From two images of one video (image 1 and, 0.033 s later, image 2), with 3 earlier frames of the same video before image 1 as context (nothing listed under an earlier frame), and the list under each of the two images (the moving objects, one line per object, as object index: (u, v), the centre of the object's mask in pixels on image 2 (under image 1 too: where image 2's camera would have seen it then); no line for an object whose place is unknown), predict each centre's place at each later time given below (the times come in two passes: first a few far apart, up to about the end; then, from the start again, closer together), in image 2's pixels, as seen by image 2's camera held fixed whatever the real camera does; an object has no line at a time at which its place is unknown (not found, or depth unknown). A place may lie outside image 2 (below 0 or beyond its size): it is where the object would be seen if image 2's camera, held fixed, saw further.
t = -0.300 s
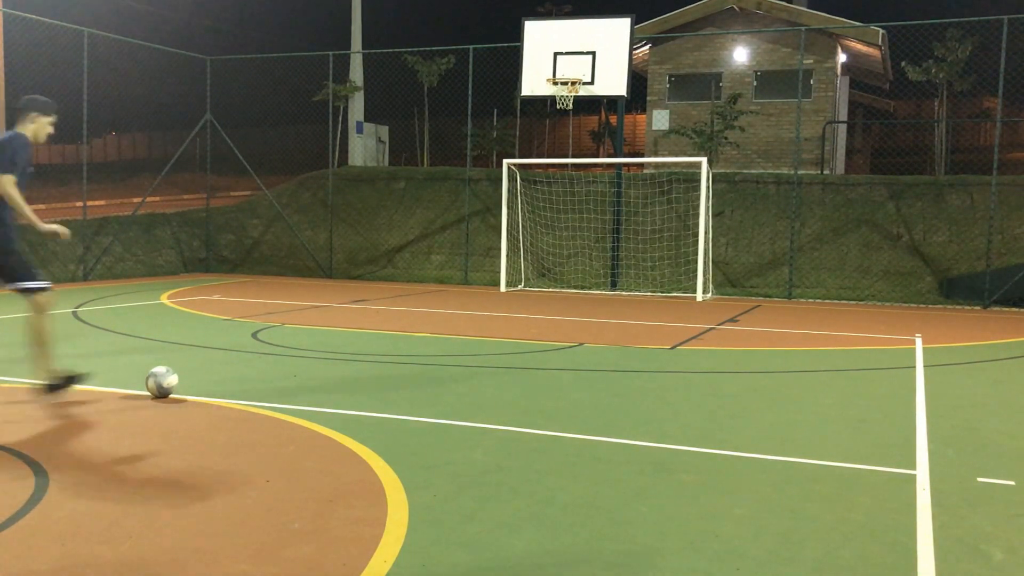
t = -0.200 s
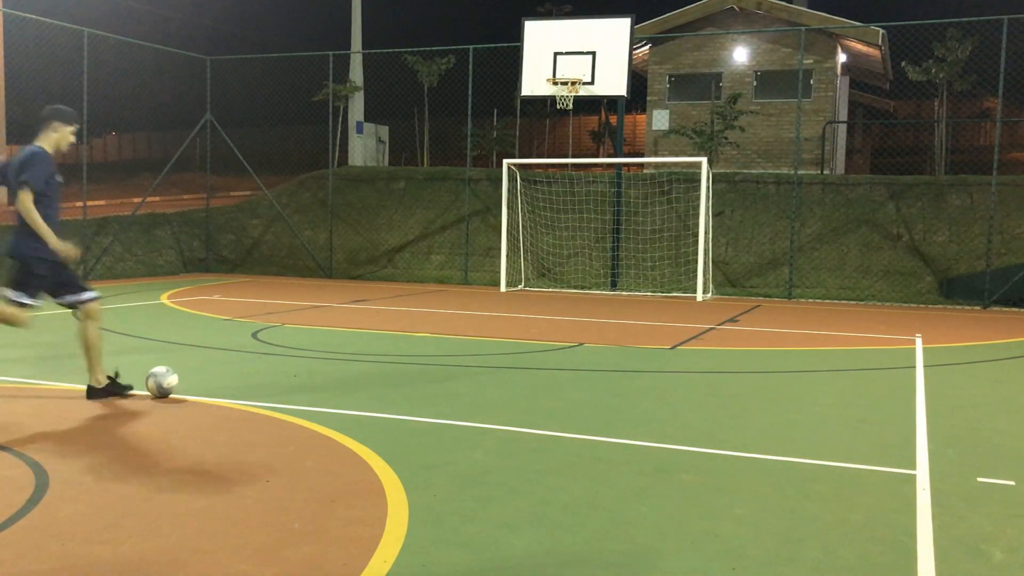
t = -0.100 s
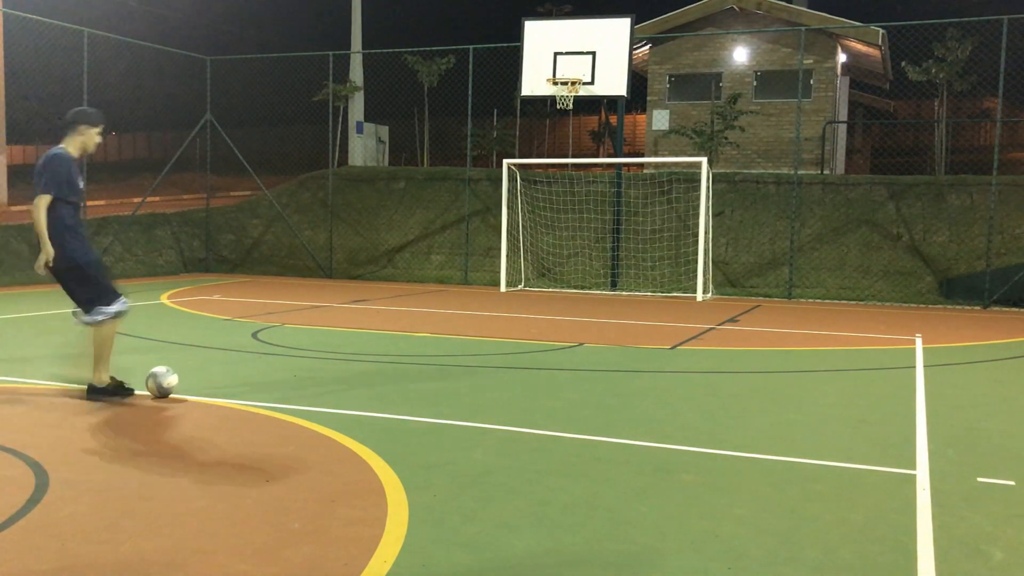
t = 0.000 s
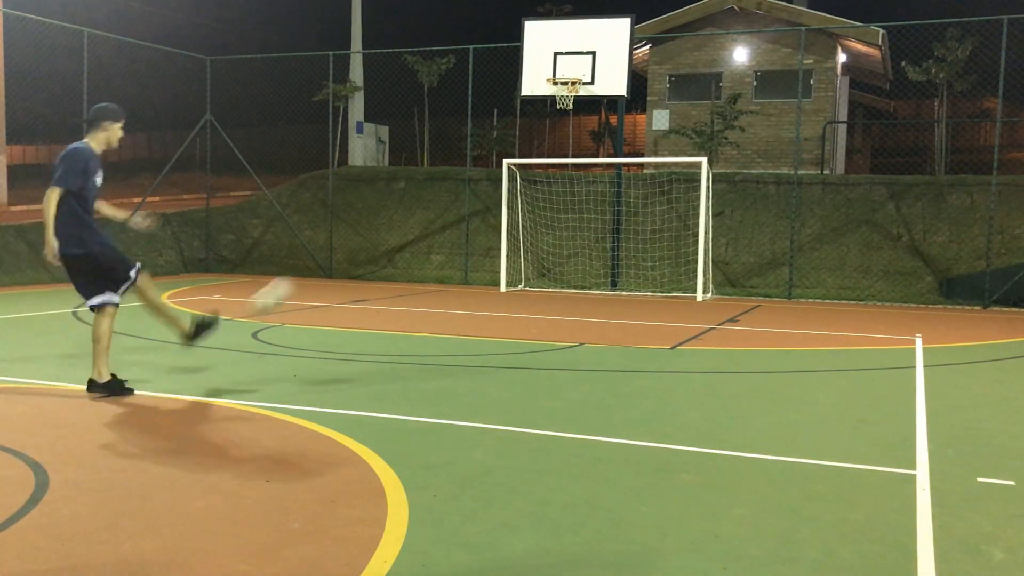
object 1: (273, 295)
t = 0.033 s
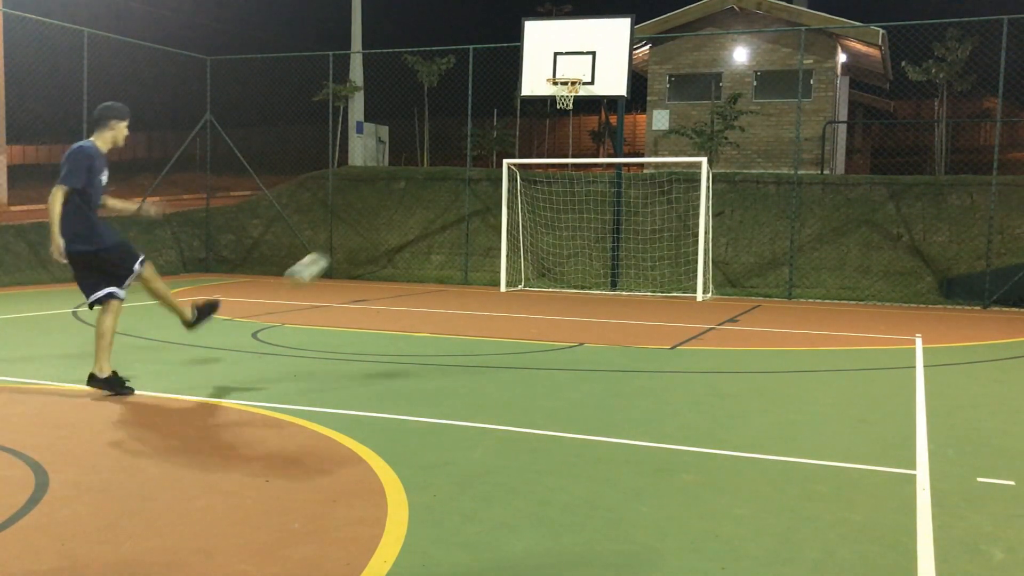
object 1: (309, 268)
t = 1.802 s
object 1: (555, 112)
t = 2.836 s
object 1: (557, 206)
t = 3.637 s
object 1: (573, 262)
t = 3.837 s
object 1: (577, 278)
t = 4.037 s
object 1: (584, 278)
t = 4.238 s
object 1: (590, 285)
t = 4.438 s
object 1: (594, 285)
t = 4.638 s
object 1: (593, 288)
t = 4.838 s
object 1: (592, 287)
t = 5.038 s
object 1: (592, 286)
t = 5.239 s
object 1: (590, 286)
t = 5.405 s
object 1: (587, 286)
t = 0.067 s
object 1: (339, 248)
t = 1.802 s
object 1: (555, 112)
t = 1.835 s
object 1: (554, 121)
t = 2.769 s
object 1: (558, 189)
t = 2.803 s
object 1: (558, 197)
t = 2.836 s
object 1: (557, 206)
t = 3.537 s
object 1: (571, 251)
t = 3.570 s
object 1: (572, 253)
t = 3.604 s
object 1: (573, 257)
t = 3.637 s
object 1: (573, 262)
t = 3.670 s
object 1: (573, 267)
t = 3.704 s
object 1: (573, 273)
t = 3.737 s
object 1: (574, 279)
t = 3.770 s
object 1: (575, 284)
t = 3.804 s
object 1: (576, 280)
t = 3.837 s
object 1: (577, 278)
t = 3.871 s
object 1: (578, 277)
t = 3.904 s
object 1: (580, 276)
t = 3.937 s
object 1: (581, 275)
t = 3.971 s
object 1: (582, 275)
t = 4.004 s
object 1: (583, 276)
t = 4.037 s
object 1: (584, 278)
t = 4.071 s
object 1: (585, 280)
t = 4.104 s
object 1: (586, 282)
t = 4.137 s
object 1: (588, 286)
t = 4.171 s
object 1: (589, 287)
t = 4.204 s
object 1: (589, 286)
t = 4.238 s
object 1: (590, 285)
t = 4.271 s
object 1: (591, 285)
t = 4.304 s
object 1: (592, 285)
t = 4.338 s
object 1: (593, 285)
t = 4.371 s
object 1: (593, 285)
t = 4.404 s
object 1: (593, 285)
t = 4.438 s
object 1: (594, 285)
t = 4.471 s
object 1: (594, 286)
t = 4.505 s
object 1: (594, 287)
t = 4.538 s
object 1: (594, 288)
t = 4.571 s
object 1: (594, 288)
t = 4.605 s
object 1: (594, 288)
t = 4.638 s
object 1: (593, 288)
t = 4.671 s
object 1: (593, 288)
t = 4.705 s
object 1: (593, 288)
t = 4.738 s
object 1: (593, 288)
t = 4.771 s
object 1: (593, 287)
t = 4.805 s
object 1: (592, 287)
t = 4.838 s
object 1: (592, 287)
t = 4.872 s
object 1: (592, 287)
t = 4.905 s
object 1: (592, 287)
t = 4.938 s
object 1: (592, 287)
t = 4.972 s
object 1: (592, 287)
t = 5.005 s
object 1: (592, 286)
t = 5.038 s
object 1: (592, 286)
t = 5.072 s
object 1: (592, 286)
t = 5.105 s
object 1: (592, 286)
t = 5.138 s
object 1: (591, 286)
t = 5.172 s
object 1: (591, 286)
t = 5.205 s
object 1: (590, 286)
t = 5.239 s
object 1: (590, 286)
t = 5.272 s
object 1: (589, 285)
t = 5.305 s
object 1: (589, 285)
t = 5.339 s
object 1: (588, 286)
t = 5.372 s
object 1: (588, 286)
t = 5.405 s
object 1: (587, 286)
